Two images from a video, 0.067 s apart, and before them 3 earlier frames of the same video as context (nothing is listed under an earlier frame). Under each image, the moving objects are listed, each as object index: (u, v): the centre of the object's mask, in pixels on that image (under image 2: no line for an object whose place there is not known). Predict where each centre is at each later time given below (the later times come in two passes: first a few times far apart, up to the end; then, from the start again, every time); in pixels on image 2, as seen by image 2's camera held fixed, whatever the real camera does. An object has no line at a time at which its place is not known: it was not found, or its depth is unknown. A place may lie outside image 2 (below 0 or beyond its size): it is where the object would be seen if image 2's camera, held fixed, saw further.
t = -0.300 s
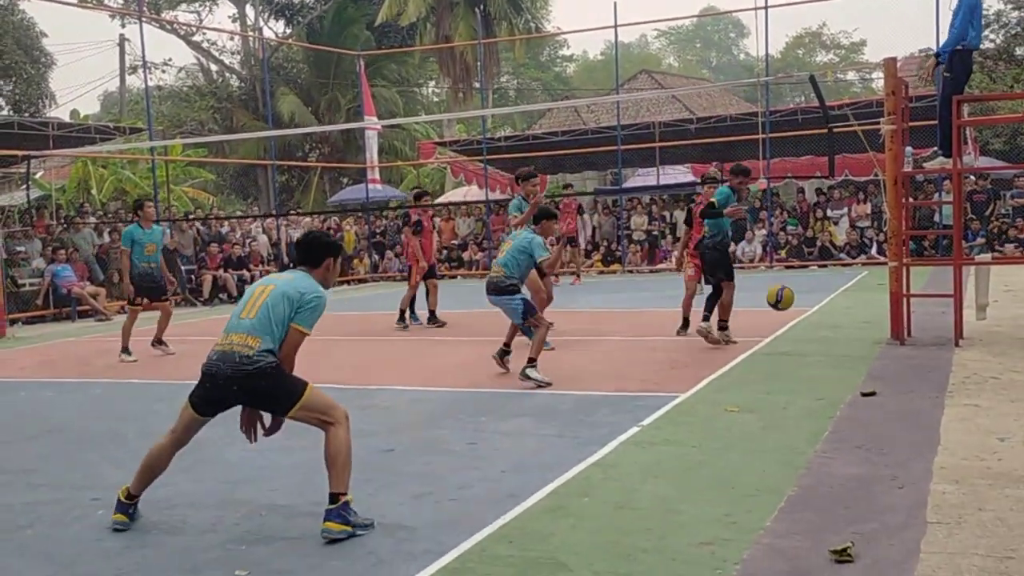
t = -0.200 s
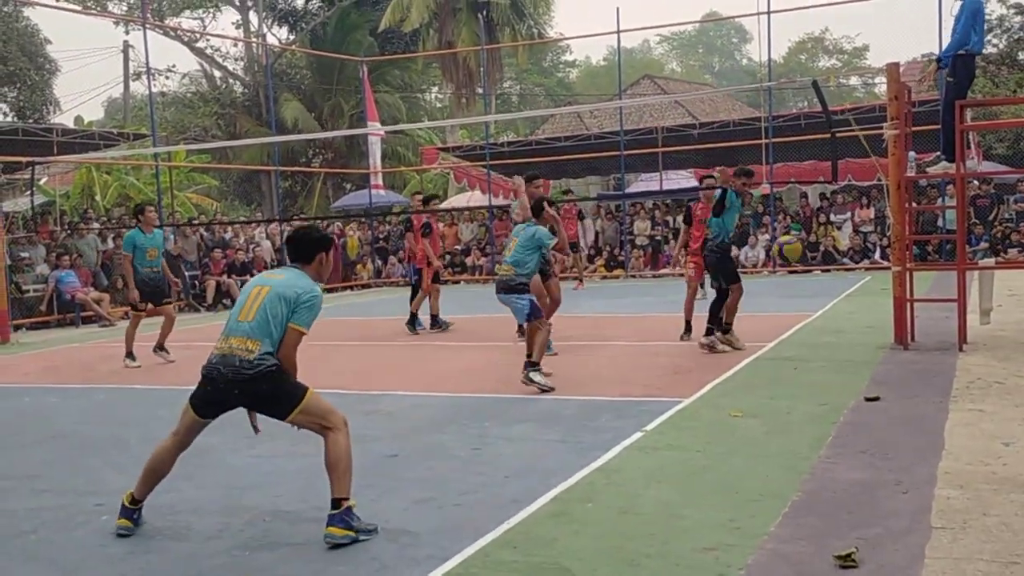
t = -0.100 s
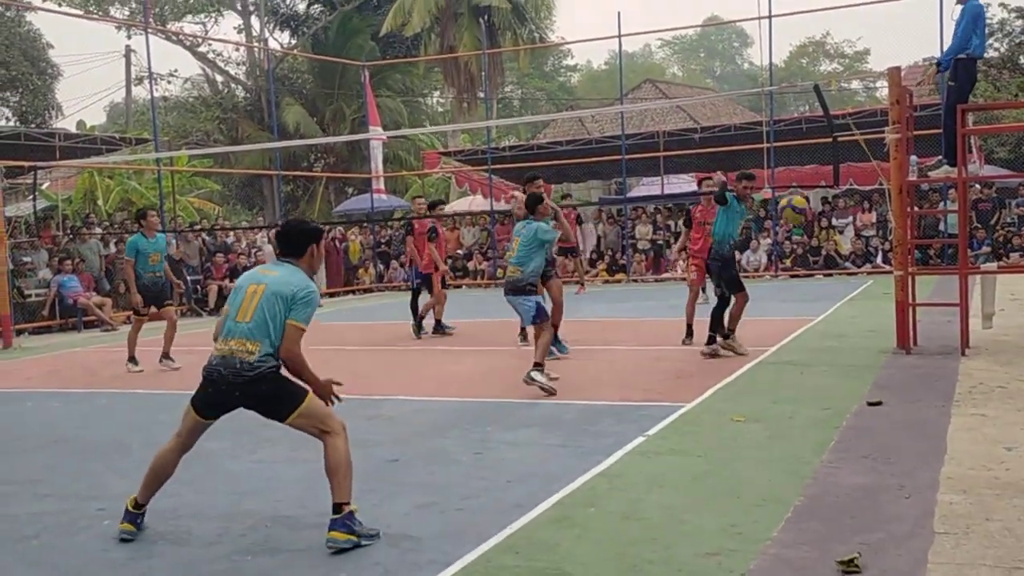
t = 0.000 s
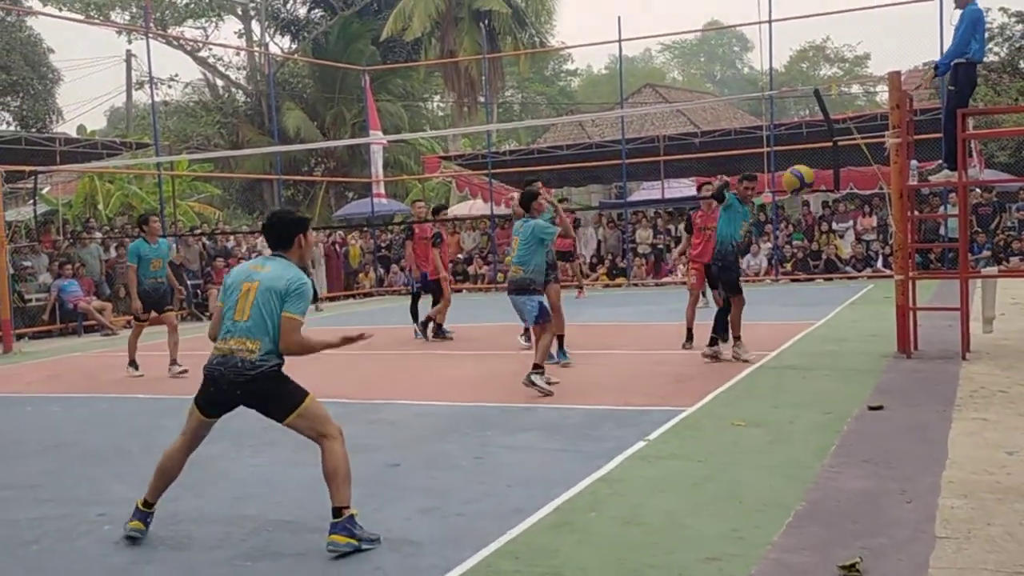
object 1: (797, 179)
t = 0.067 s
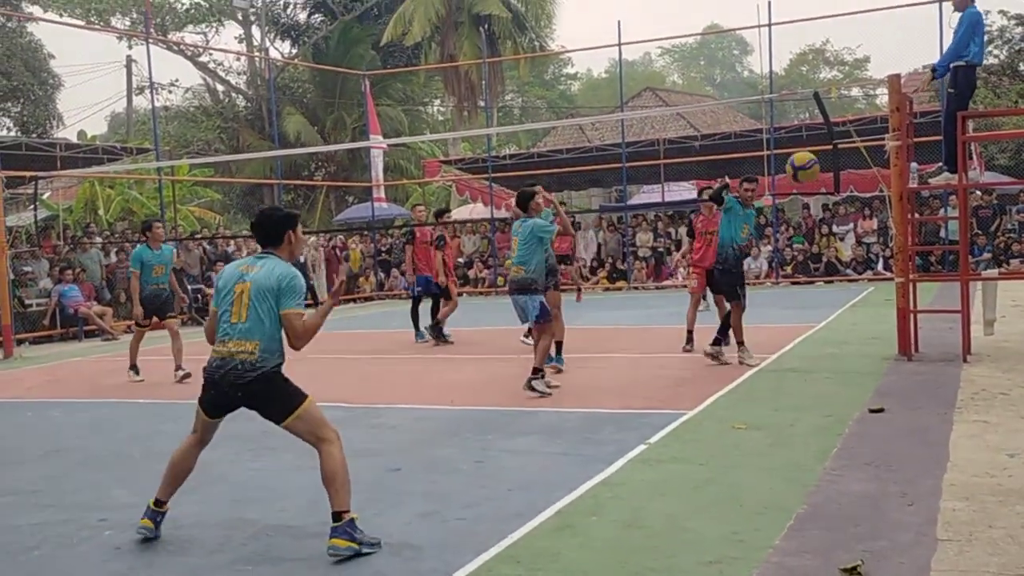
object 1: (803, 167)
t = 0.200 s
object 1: (812, 154)
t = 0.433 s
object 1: (834, 200)
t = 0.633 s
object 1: (861, 338)
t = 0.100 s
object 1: (804, 161)
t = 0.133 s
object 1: (807, 157)
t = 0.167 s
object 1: (810, 155)
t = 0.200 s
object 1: (812, 154)
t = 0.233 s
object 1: (814, 155)
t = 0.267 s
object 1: (817, 157)
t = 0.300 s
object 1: (821, 162)
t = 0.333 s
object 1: (823, 168)
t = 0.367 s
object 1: (828, 177)
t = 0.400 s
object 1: (831, 187)
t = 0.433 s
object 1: (834, 200)
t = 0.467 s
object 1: (838, 217)
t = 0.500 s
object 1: (842, 235)
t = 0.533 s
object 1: (847, 256)
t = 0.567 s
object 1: (851, 280)
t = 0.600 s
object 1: (856, 308)
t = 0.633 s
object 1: (861, 338)
